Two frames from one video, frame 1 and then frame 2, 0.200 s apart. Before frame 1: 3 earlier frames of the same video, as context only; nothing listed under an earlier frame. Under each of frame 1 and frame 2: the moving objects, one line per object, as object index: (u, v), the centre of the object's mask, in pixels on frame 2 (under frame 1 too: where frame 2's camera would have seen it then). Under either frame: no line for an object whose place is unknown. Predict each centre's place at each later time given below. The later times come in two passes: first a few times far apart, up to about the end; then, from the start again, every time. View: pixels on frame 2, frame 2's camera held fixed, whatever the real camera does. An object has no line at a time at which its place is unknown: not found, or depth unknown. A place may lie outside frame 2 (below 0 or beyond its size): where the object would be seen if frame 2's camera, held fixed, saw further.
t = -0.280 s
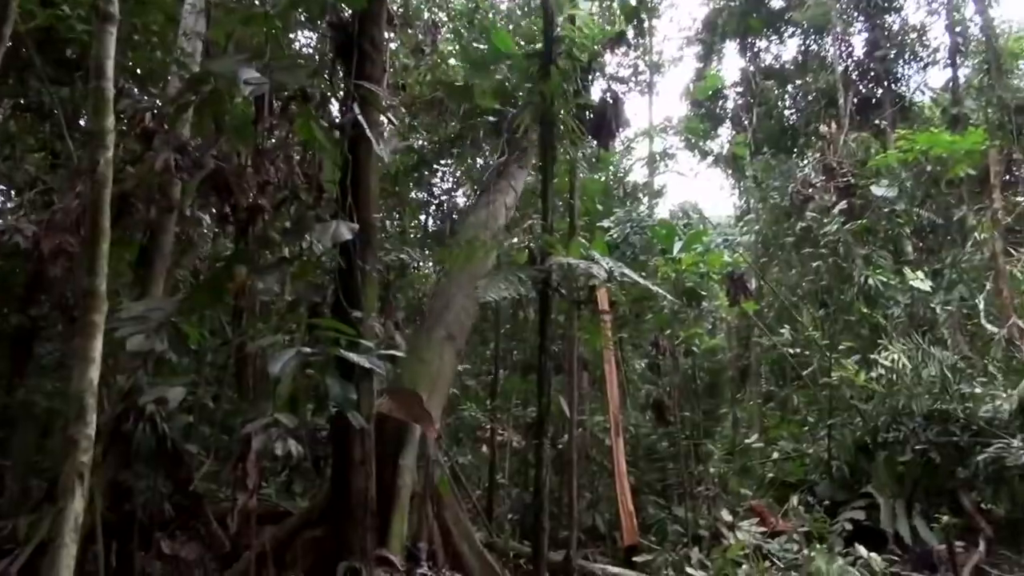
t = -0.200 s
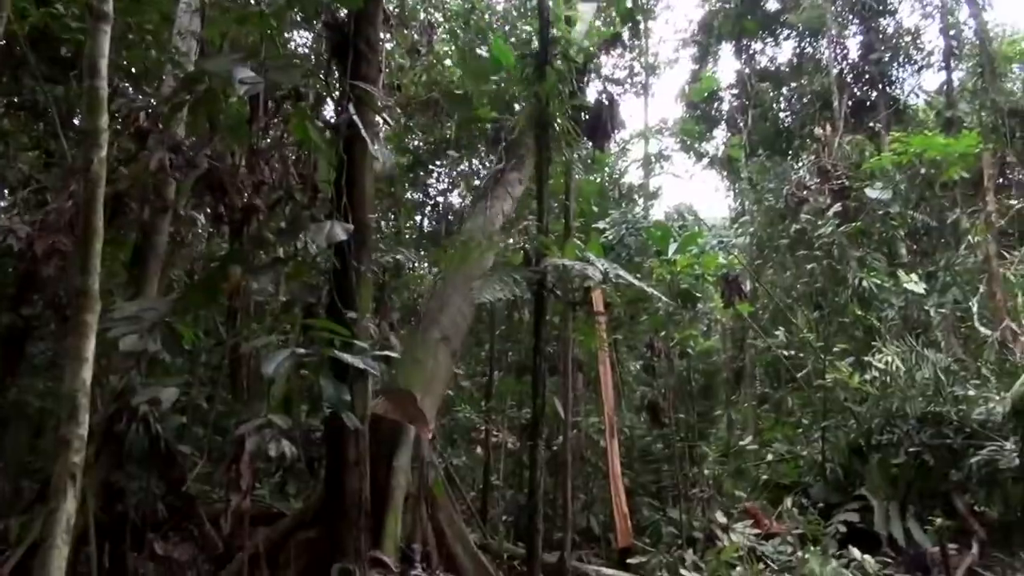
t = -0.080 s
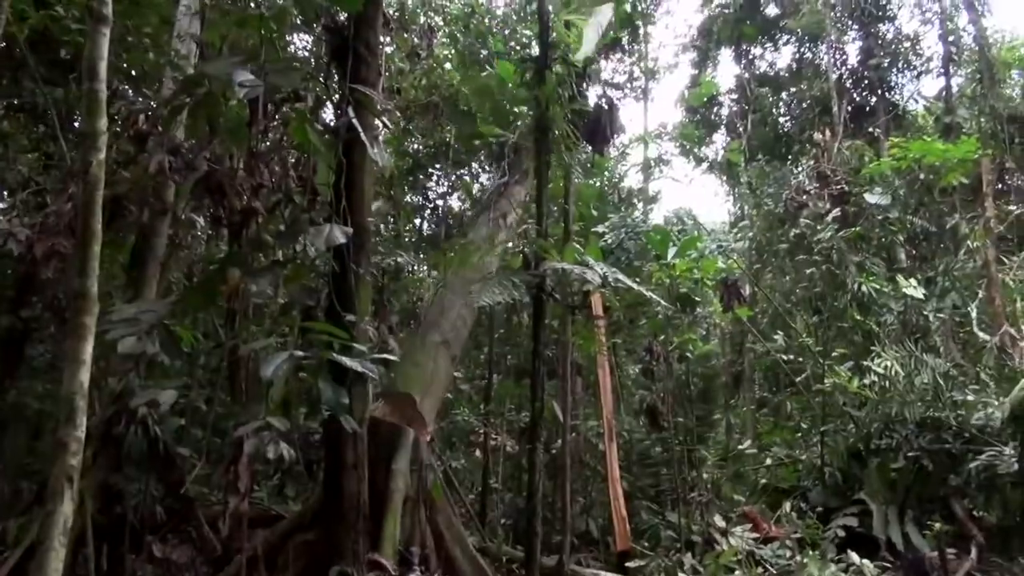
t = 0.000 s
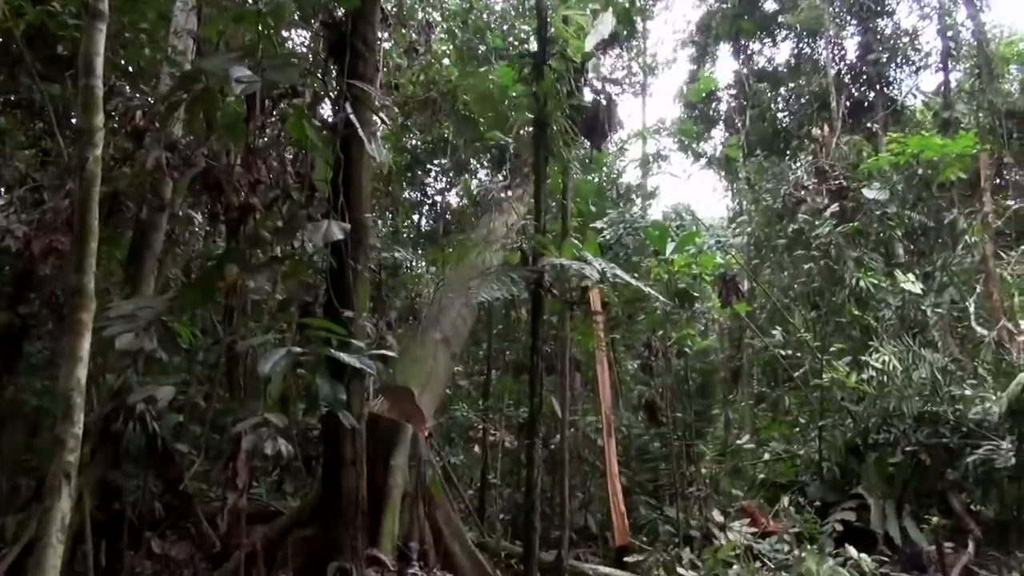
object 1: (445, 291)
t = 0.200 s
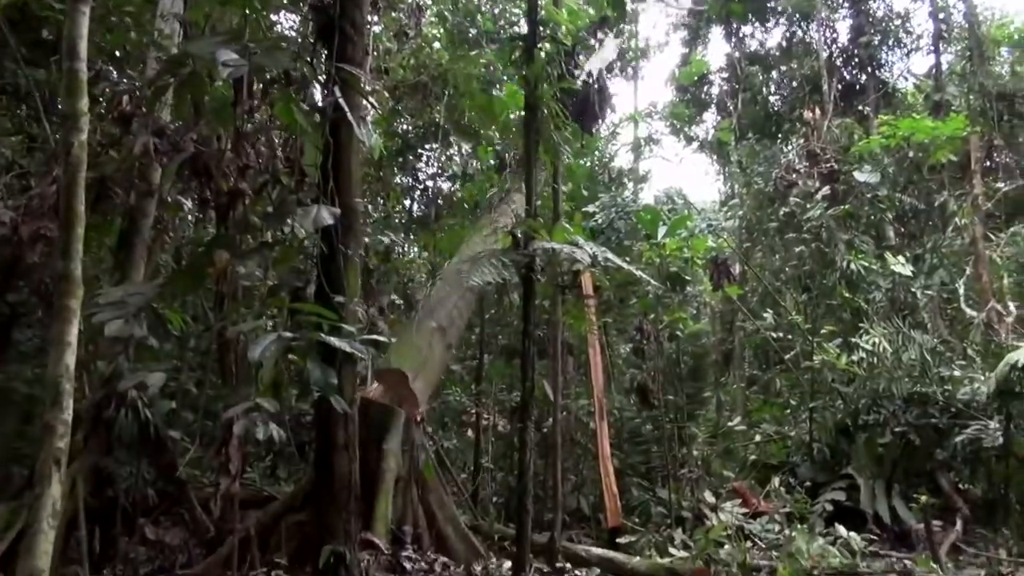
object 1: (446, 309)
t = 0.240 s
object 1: (441, 319)
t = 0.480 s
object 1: (432, 345)
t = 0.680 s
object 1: (441, 345)
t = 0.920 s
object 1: (445, 351)
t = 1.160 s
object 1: (444, 363)
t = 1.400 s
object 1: (441, 373)
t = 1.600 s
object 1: (441, 380)
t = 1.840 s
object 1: (439, 389)
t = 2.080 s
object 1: (444, 404)
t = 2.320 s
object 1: (447, 407)
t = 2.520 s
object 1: (451, 417)
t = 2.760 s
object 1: (485, 527)
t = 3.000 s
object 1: (484, 541)
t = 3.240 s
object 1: (483, 539)
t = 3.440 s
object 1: (483, 538)
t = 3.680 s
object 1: (483, 538)
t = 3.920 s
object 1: (484, 537)
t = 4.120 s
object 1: (484, 536)
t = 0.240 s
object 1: (441, 319)
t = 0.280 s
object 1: (443, 318)
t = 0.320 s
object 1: (443, 321)
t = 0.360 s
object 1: (442, 325)
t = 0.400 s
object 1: (443, 325)
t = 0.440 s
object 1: (442, 330)
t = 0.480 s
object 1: (432, 345)
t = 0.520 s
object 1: (435, 345)
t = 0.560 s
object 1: (437, 344)
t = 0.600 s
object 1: (437, 345)
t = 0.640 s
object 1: (440, 344)
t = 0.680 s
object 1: (441, 345)
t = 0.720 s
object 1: (442, 345)
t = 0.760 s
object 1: (443, 345)
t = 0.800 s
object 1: (444, 346)
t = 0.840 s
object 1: (444, 348)
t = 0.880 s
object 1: (445, 350)
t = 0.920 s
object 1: (445, 351)
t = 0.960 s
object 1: (446, 353)
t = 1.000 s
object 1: (445, 357)
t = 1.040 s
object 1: (445, 359)
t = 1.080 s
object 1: (444, 360)
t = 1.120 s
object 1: (444, 361)
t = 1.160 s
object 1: (444, 363)
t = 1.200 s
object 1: (449, 361)
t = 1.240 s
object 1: (445, 365)
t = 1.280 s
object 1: (442, 368)
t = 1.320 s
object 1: (443, 368)
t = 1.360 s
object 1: (443, 370)
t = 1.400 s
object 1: (441, 373)
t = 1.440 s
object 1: (441, 375)
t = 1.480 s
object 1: (441, 376)
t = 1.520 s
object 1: (440, 377)
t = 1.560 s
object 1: (440, 379)
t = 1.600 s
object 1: (441, 380)
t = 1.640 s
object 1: (440, 381)
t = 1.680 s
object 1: (440, 383)
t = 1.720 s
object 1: (439, 384)
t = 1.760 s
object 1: (439, 386)
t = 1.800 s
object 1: (439, 388)
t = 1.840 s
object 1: (439, 389)
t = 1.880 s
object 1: (440, 392)
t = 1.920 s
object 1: (440, 394)
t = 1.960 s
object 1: (440, 396)
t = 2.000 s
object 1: (442, 400)
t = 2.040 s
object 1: (444, 402)
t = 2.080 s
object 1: (444, 404)
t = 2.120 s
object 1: (446, 404)
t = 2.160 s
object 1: (446, 406)
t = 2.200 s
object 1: (446, 407)
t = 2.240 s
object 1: (448, 406)
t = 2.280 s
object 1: (446, 406)
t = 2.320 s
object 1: (447, 407)
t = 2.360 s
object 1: (448, 407)
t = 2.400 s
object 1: (459, 409)
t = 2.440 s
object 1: (450, 408)
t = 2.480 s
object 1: (454, 414)
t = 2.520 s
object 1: (451, 417)
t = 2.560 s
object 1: (471, 431)
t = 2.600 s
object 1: (475, 445)
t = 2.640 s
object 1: (485, 465)
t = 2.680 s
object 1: (491, 487)
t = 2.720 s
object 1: (493, 509)
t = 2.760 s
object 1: (485, 527)
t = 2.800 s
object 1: (484, 536)
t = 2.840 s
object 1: (481, 540)
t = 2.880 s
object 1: (483, 540)
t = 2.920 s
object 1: (482, 539)
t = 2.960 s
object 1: (485, 541)
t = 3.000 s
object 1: (484, 541)
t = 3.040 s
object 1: (483, 539)
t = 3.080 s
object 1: (482, 538)
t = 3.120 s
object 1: (482, 538)
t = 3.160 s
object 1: (482, 538)
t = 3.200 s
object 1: (482, 539)
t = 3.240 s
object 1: (483, 539)
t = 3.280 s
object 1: (483, 539)
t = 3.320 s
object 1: (483, 539)
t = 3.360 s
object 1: (483, 539)
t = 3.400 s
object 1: (483, 539)
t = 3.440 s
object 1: (483, 538)
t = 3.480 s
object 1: (483, 538)
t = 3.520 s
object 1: (483, 538)
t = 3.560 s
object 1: (483, 538)
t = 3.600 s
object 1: (483, 538)
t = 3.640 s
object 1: (483, 539)
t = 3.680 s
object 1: (483, 538)
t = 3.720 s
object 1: (484, 538)
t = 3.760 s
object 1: (484, 537)
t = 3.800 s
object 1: (484, 537)
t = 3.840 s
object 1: (484, 537)
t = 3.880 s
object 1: (484, 537)
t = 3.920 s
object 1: (484, 537)
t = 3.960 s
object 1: (484, 537)
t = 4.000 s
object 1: (484, 537)
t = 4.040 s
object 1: (484, 536)
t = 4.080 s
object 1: (484, 536)
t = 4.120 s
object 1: (484, 536)
